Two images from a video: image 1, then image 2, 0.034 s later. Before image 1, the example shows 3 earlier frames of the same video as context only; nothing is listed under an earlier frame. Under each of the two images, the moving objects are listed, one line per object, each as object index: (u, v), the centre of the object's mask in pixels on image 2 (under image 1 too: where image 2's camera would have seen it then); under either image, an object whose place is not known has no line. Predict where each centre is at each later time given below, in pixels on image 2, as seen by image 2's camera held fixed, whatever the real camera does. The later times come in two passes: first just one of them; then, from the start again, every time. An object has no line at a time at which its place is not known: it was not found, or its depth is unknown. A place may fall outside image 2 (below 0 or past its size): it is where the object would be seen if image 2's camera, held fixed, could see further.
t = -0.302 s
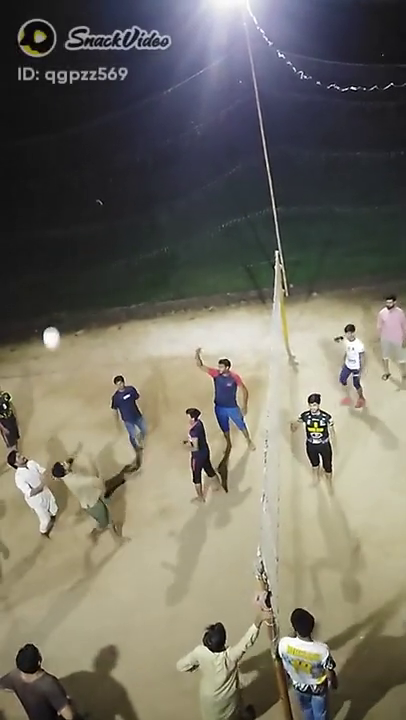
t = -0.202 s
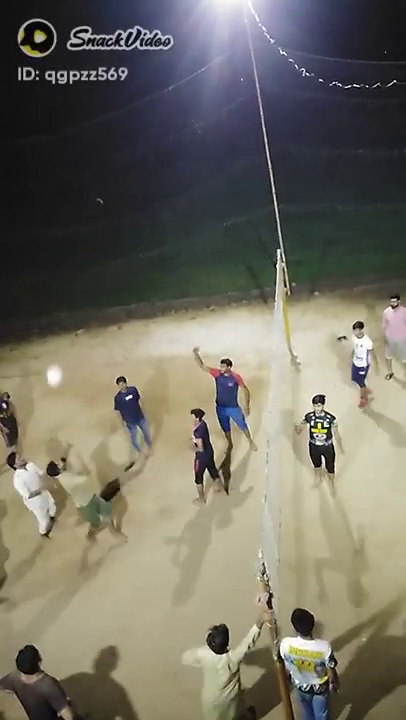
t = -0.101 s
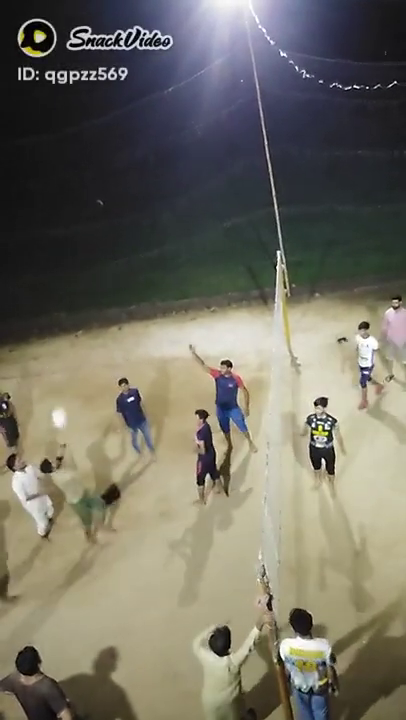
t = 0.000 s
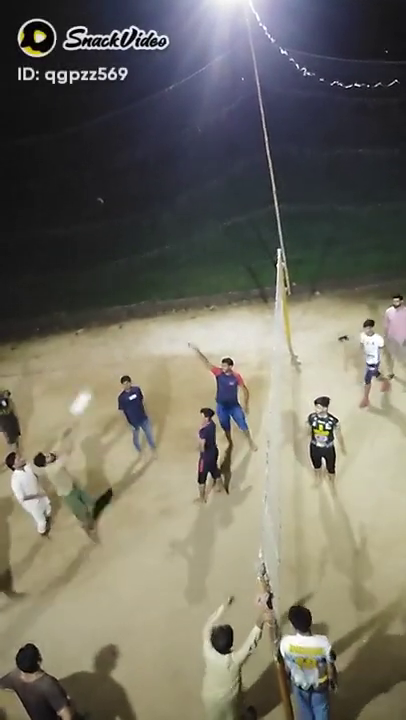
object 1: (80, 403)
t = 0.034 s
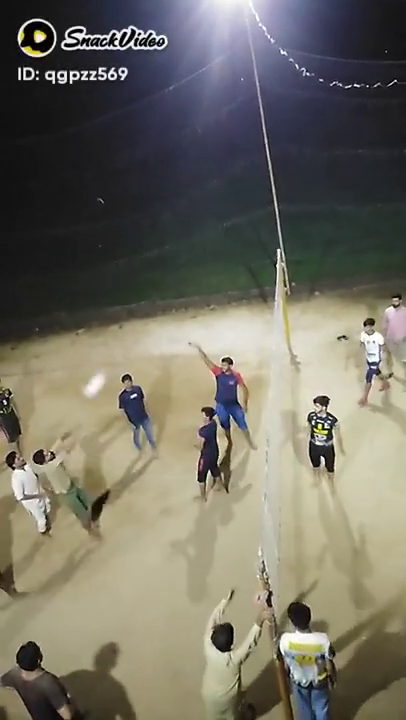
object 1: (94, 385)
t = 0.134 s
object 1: (139, 333)
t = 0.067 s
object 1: (108, 368)
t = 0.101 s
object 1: (125, 349)
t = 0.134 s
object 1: (139, 333)
